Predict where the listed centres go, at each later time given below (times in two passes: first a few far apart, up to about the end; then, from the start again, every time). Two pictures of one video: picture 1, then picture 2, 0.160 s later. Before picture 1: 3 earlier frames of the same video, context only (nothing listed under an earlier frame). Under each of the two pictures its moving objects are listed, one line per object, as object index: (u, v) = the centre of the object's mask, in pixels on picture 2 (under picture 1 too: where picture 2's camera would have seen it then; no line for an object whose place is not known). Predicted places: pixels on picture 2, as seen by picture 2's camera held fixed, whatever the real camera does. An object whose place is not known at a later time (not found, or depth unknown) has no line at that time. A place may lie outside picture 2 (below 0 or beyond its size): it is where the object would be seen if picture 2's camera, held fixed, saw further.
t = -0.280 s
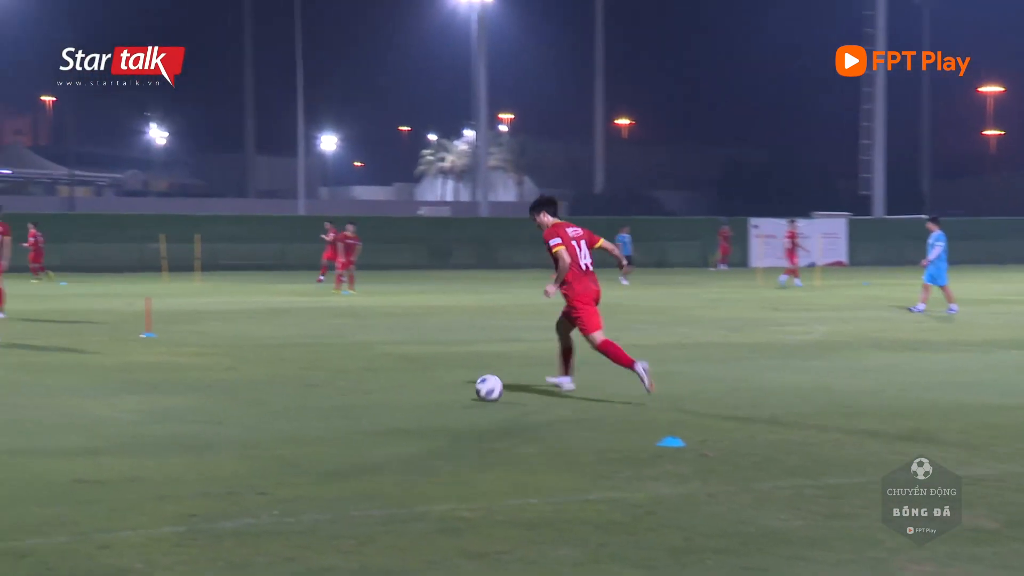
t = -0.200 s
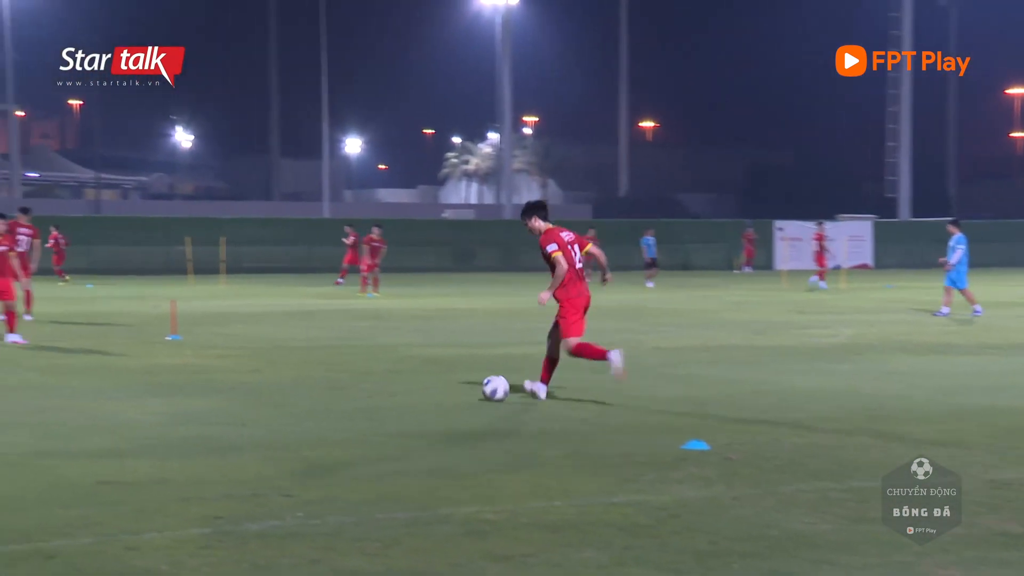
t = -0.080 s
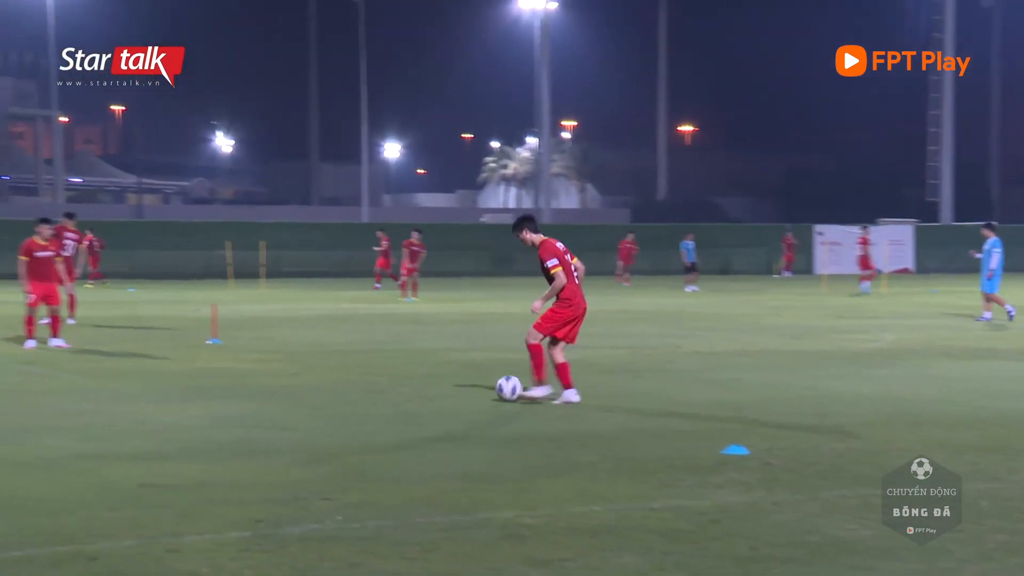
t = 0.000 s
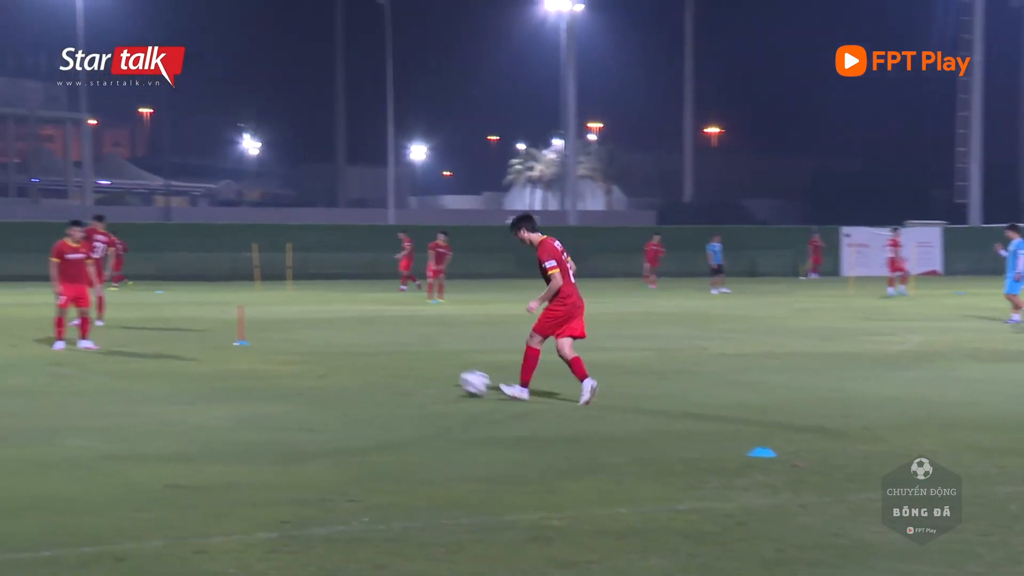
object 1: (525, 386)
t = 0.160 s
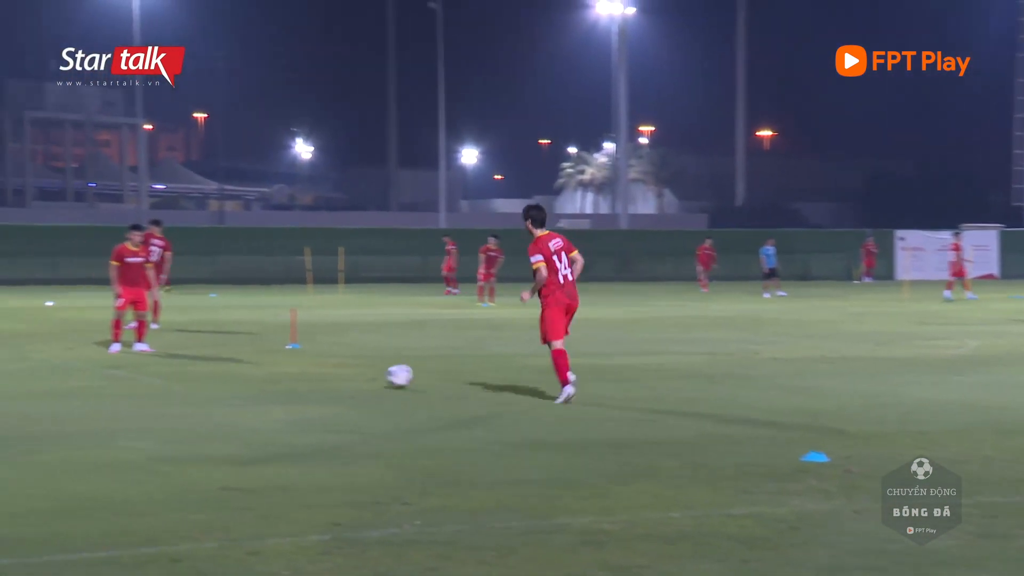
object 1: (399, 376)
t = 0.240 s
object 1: (348, 370)
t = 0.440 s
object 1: (241, 361)
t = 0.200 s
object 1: (372, 376)
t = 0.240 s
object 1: (348, 370)
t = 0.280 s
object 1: (325, 365)
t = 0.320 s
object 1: (303, 361)
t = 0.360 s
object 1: (281, 359)
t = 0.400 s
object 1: (261, 359)
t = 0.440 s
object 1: (241, 361)
